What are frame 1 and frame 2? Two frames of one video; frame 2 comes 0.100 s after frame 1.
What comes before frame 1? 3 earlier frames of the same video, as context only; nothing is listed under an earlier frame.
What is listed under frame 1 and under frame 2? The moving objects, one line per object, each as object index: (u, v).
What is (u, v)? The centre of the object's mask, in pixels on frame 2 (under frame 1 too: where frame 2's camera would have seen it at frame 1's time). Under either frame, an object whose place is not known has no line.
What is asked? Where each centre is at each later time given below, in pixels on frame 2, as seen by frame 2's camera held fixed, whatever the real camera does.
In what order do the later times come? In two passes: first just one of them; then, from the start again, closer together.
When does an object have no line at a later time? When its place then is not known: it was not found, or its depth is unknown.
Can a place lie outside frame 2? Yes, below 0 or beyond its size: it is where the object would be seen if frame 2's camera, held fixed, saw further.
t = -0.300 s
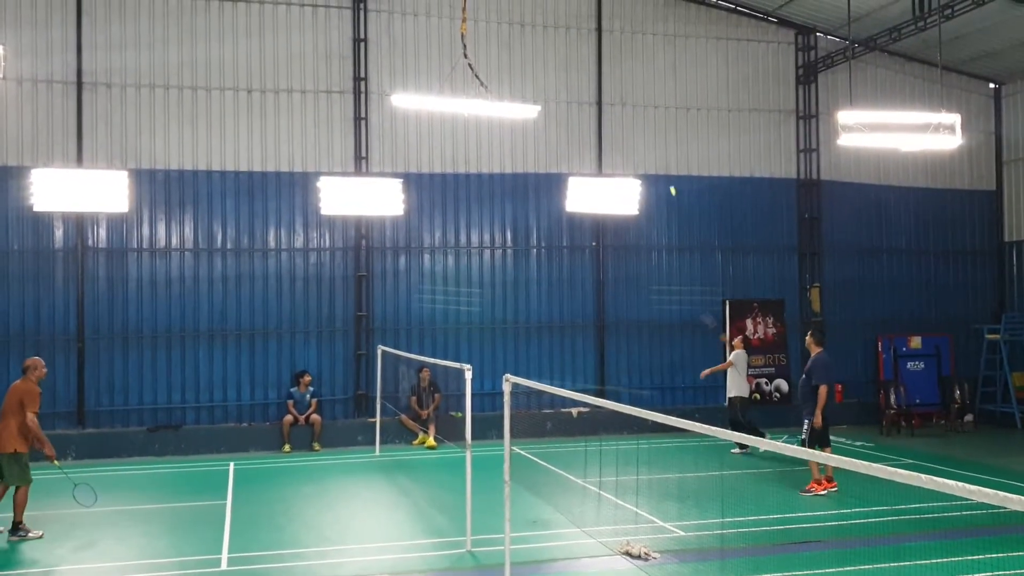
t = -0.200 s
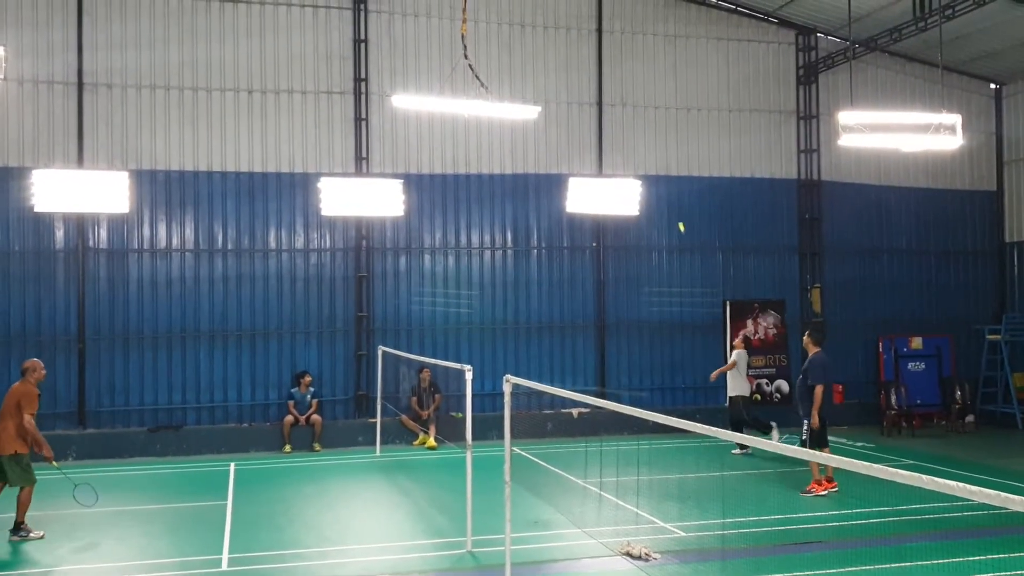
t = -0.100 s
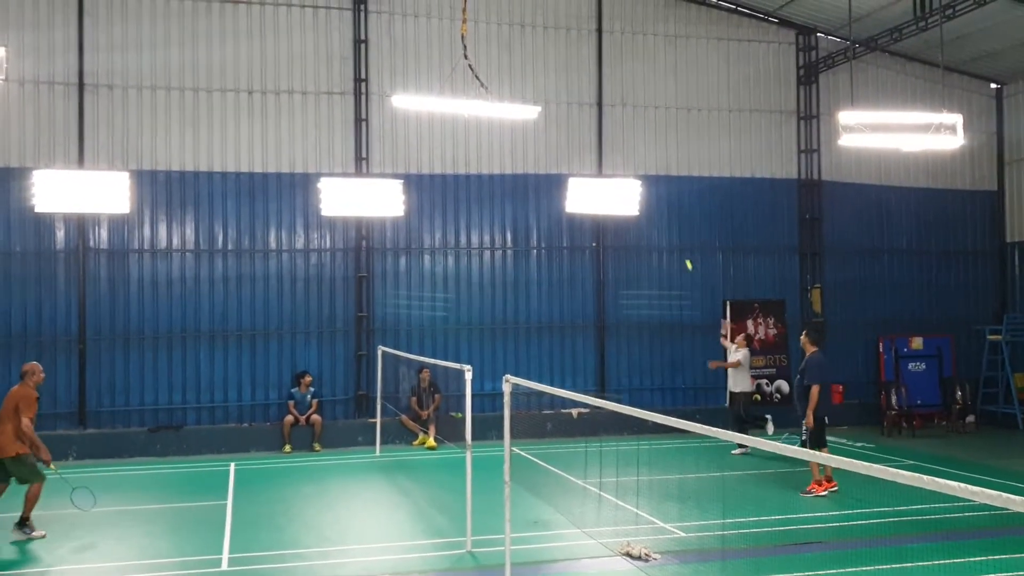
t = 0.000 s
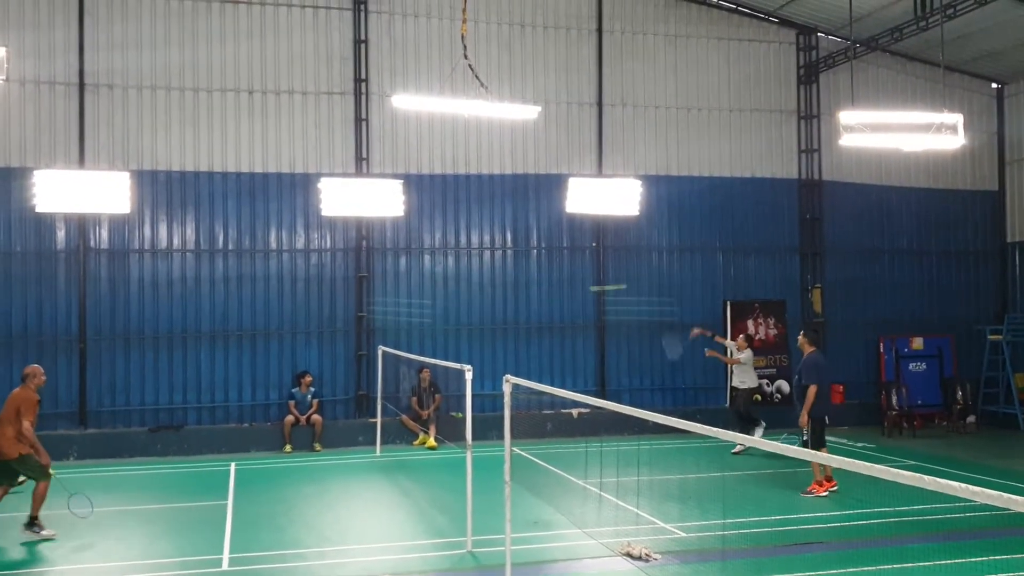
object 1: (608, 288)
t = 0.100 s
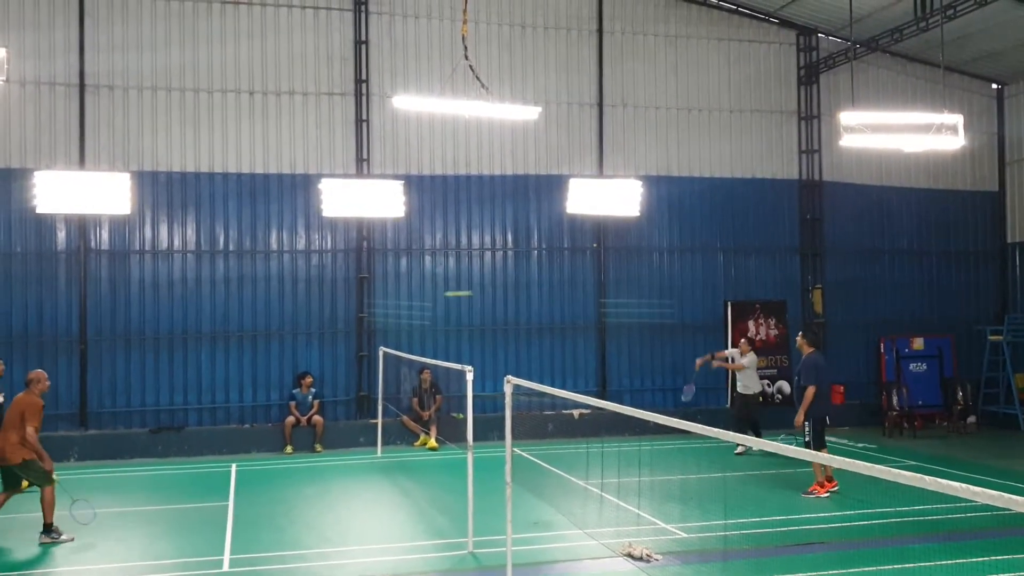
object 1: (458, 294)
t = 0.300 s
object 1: (241, 322)
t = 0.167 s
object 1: (379, 300)
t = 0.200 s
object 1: (341, 305)
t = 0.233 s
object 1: (307, 309)
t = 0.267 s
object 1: (274, 315)
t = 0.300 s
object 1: (241, 322)
